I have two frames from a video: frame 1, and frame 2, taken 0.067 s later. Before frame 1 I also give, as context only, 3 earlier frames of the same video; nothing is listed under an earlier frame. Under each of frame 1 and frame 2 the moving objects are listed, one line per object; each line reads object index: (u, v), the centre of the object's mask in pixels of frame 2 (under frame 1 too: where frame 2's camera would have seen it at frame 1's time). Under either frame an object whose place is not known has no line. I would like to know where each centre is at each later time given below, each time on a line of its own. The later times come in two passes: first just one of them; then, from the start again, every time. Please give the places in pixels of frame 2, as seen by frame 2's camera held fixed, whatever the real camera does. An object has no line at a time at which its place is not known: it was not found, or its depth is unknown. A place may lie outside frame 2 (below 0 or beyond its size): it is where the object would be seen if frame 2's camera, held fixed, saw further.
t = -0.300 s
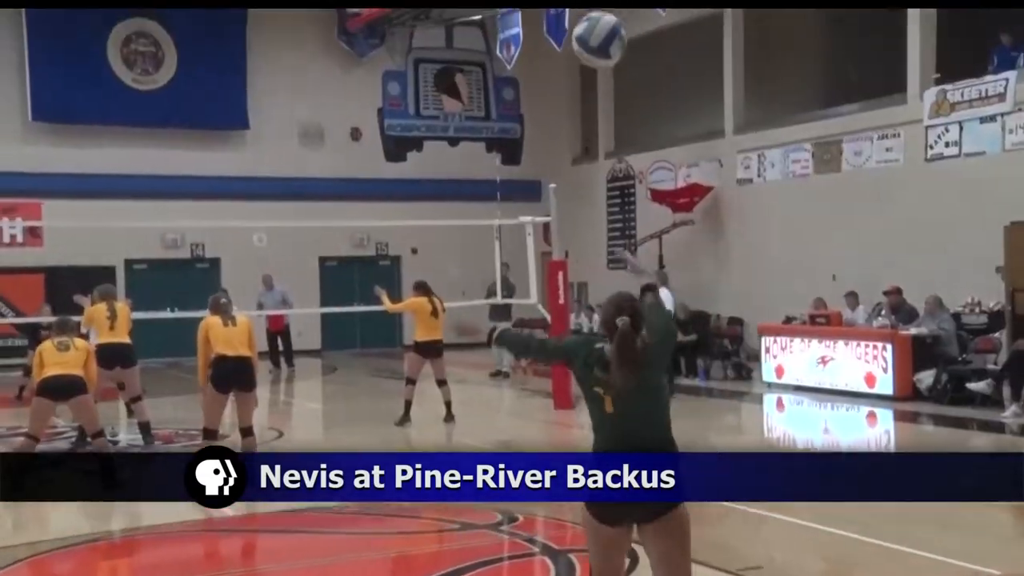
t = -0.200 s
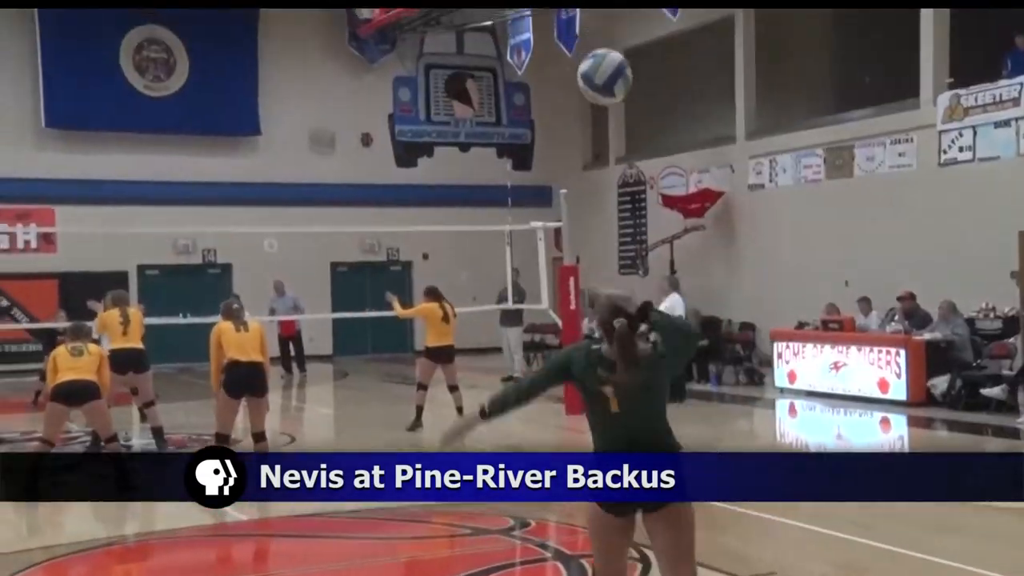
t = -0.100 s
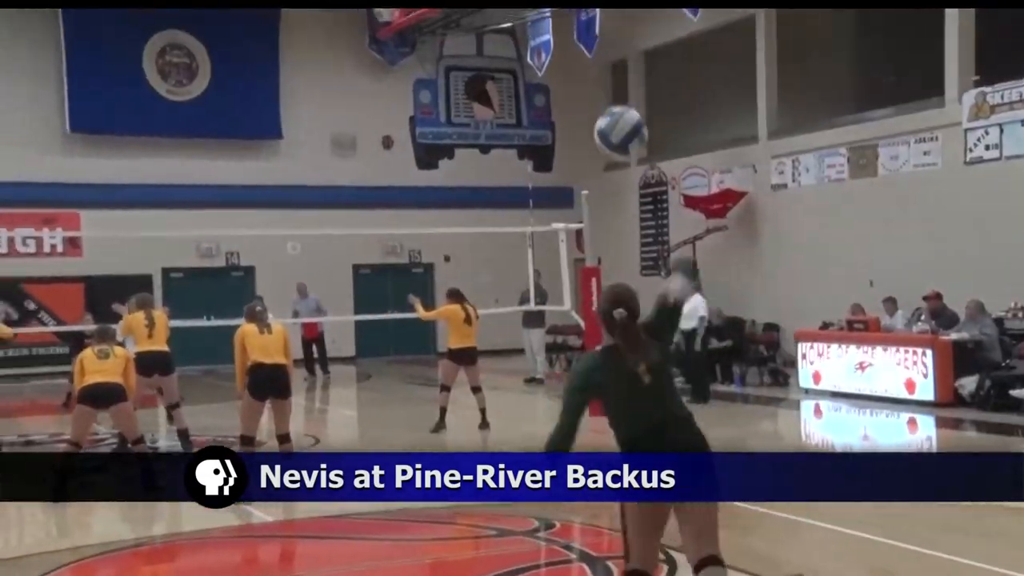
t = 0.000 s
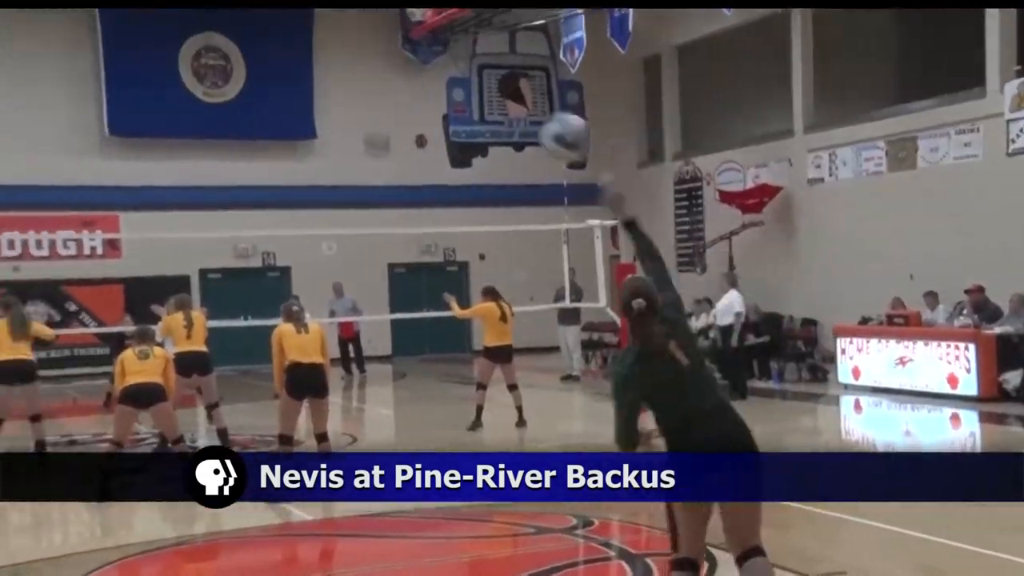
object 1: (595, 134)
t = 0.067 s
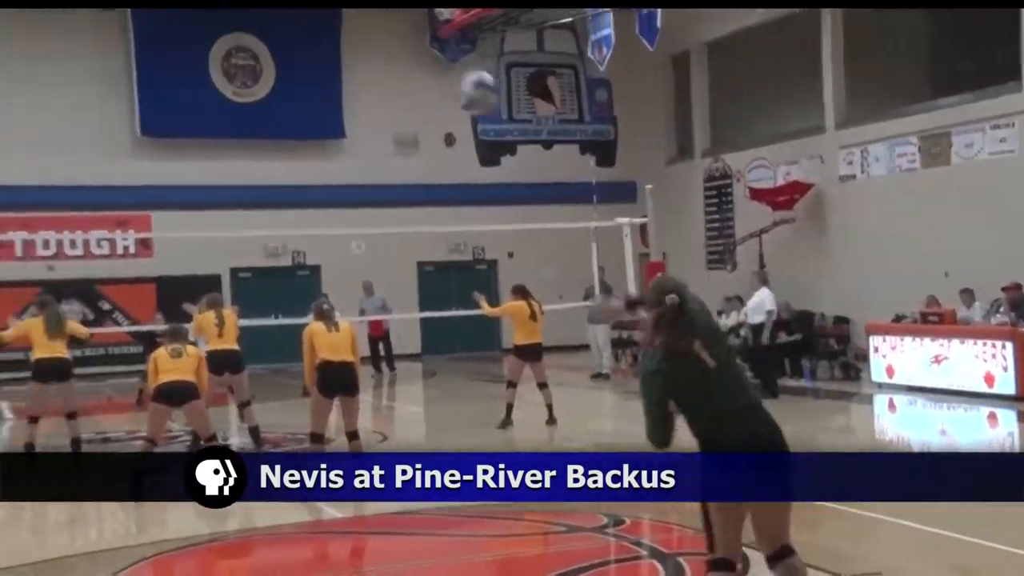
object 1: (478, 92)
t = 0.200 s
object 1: (304, 48)
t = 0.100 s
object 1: (426, 74)
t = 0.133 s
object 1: (381, 61)
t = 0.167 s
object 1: (339, 53)
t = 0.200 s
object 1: (304, 48)
